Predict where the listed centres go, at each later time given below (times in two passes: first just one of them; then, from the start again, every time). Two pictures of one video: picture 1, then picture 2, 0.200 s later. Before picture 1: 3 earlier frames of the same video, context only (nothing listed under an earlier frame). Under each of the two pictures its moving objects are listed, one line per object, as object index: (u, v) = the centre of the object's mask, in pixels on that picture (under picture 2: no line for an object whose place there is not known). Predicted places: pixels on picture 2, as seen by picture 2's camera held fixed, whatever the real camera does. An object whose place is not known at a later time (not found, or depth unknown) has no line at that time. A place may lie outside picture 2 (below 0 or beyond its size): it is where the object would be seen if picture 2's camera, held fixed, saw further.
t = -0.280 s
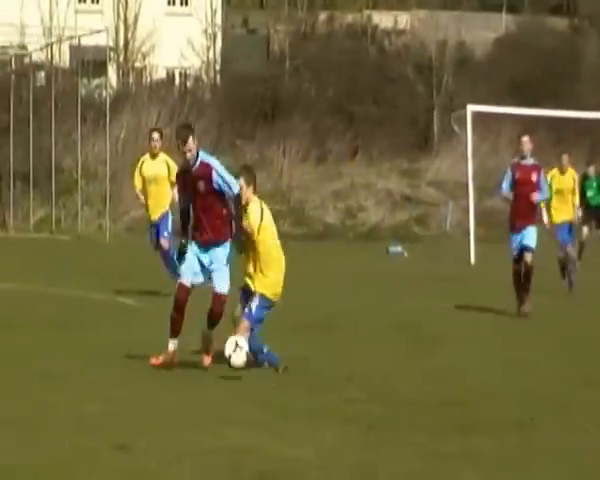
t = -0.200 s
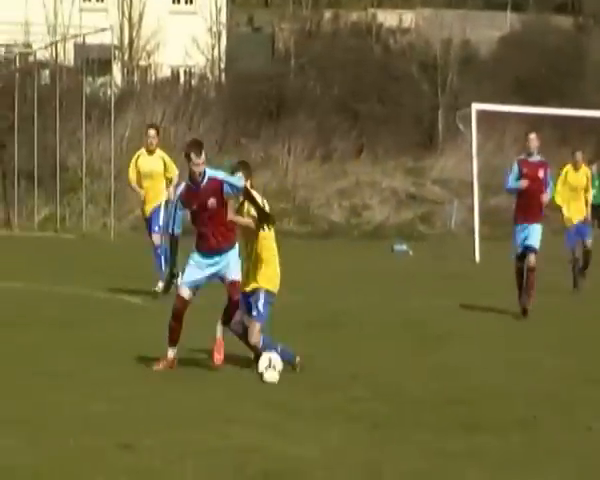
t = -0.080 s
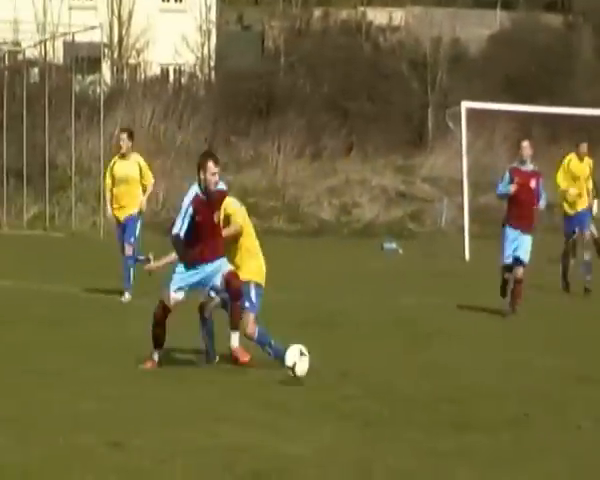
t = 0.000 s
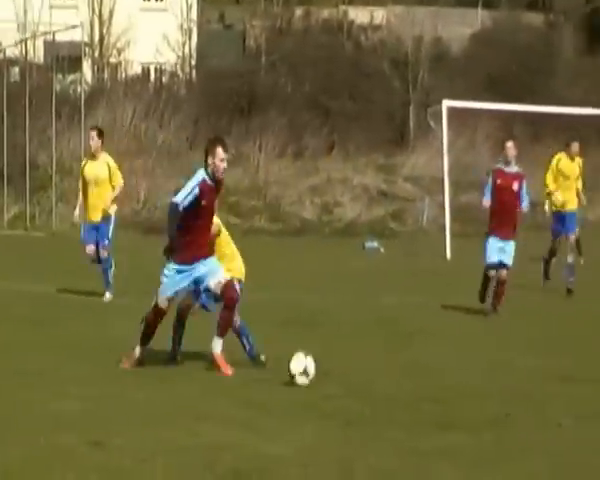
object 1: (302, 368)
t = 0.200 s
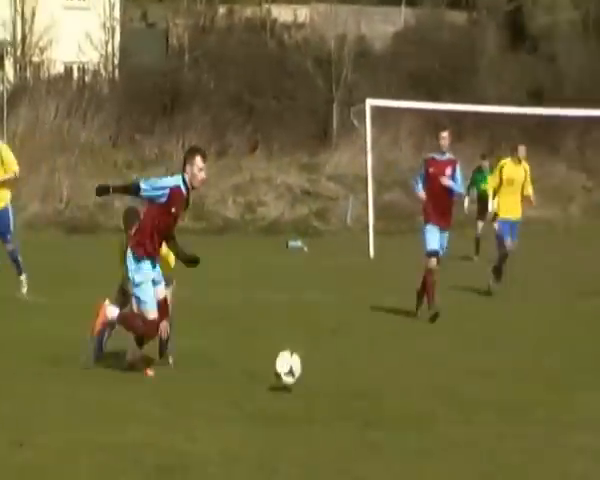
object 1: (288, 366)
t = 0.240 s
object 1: (299, 367)
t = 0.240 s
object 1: (299, 367)
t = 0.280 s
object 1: (311, 370)
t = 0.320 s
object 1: (323, 377)
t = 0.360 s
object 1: (332, 381)
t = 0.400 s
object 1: (337, 377)
